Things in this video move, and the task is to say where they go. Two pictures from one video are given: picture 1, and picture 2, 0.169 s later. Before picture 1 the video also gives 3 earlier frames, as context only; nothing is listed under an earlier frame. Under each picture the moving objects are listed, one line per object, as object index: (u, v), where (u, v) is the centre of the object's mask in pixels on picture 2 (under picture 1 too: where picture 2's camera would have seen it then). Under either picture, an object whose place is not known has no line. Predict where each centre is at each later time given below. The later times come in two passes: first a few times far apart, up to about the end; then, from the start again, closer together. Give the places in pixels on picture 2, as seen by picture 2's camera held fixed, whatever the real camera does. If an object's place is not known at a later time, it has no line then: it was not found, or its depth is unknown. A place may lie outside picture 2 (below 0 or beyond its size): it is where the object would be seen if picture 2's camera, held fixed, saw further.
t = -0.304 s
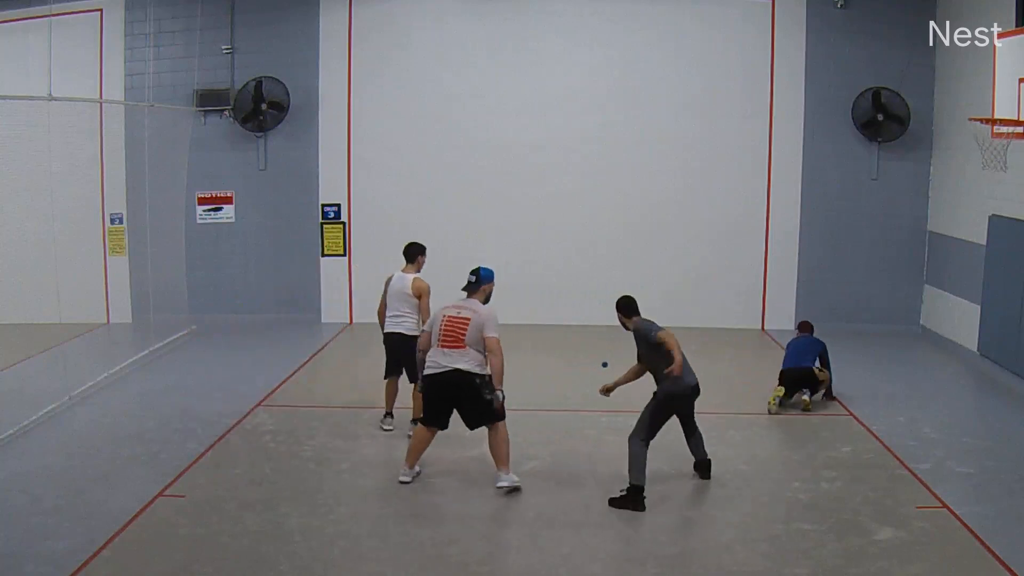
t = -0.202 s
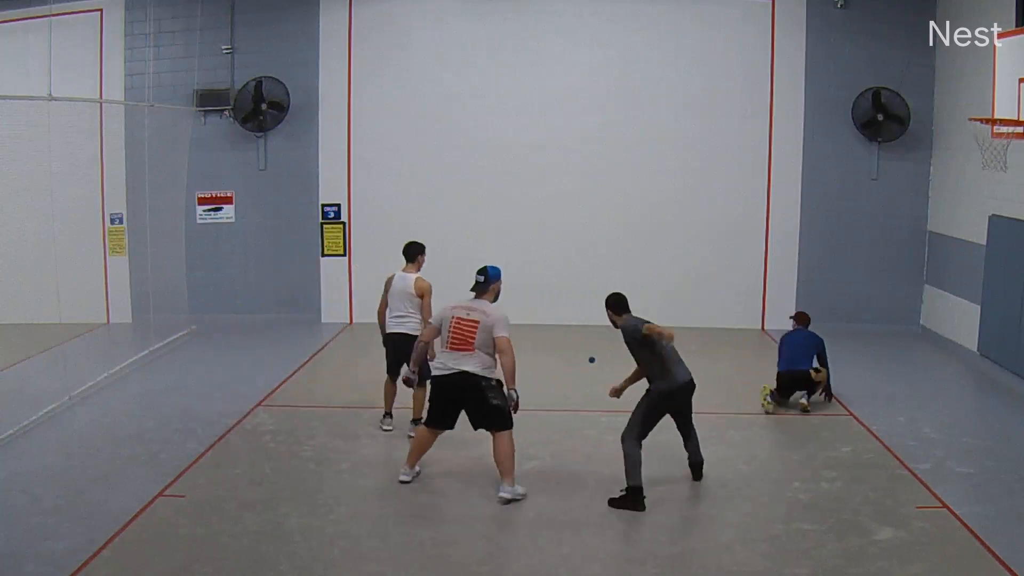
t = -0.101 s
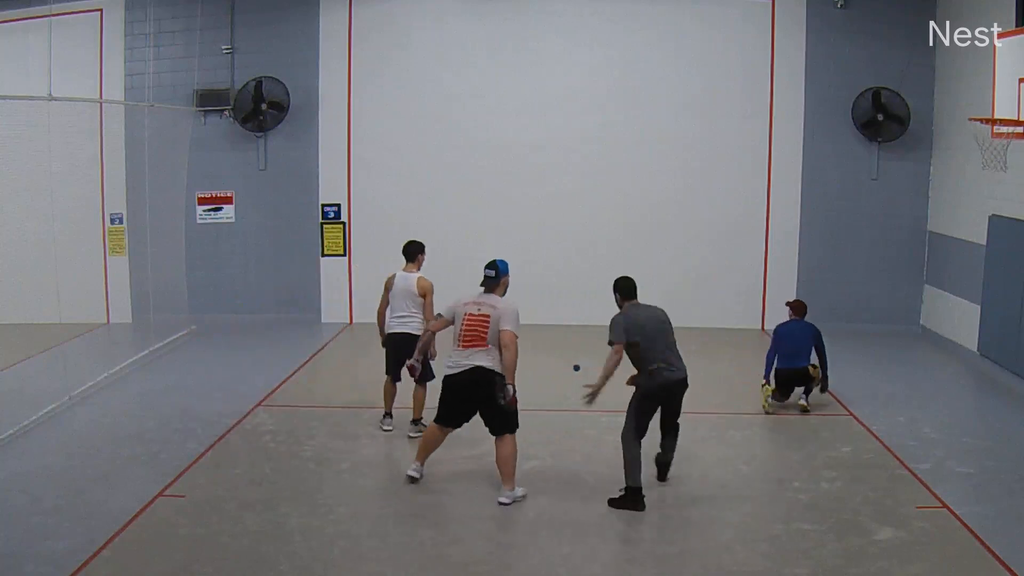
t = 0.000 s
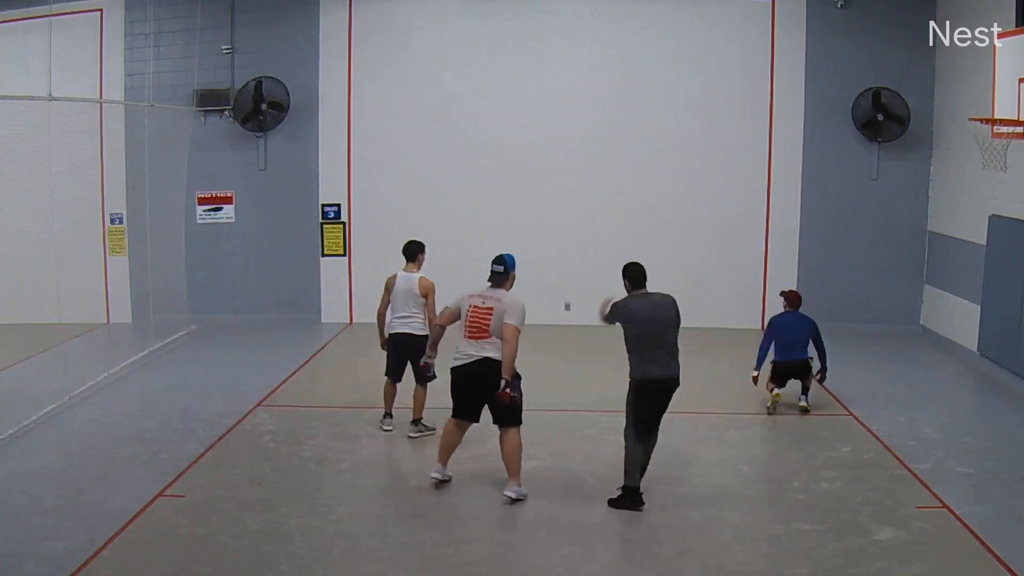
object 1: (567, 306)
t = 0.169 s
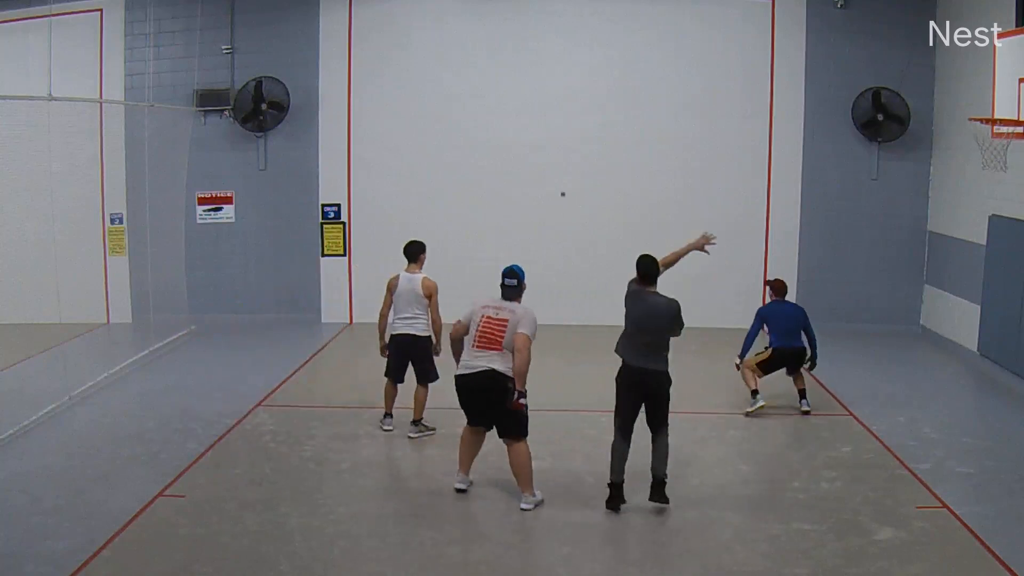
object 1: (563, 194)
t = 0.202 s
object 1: (562, 181)
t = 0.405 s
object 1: (560, 138)
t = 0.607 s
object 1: (559, 131)
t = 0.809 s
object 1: (558, 158)
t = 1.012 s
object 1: (557, 239)
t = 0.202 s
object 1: (562, 181)
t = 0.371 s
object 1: (560, 141)
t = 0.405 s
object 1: (560, 138)
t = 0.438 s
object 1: (560, 136)
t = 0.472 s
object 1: (560, 133)
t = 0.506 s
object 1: (560, 131)
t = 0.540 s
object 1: (559, 131)
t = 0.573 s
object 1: (559, 131)
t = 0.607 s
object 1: (559, 131)
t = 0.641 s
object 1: (559, 133)
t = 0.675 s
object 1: (559, 136)
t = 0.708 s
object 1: (559, 140)
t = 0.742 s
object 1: (559, 144)
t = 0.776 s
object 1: (558, 150)
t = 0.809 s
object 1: (558, 158)
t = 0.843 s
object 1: (558, 167)
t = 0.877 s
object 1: (558, 177)
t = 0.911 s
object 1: (558, 190)
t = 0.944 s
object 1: (558, 204)
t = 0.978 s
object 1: (558, 220)
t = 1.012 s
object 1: (557, 239)
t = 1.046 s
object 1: (557, 260)
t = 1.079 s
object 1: (557, 285)
